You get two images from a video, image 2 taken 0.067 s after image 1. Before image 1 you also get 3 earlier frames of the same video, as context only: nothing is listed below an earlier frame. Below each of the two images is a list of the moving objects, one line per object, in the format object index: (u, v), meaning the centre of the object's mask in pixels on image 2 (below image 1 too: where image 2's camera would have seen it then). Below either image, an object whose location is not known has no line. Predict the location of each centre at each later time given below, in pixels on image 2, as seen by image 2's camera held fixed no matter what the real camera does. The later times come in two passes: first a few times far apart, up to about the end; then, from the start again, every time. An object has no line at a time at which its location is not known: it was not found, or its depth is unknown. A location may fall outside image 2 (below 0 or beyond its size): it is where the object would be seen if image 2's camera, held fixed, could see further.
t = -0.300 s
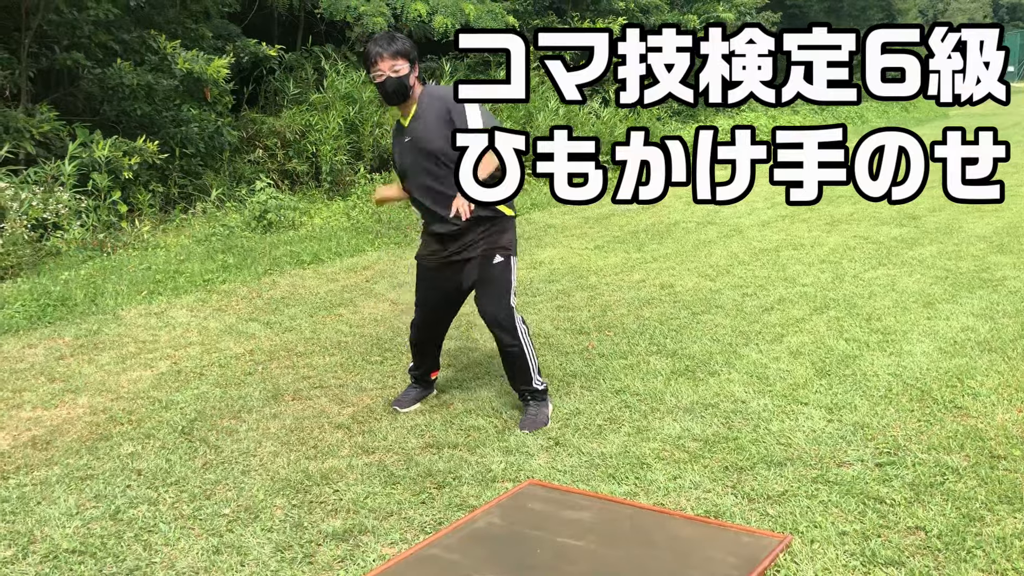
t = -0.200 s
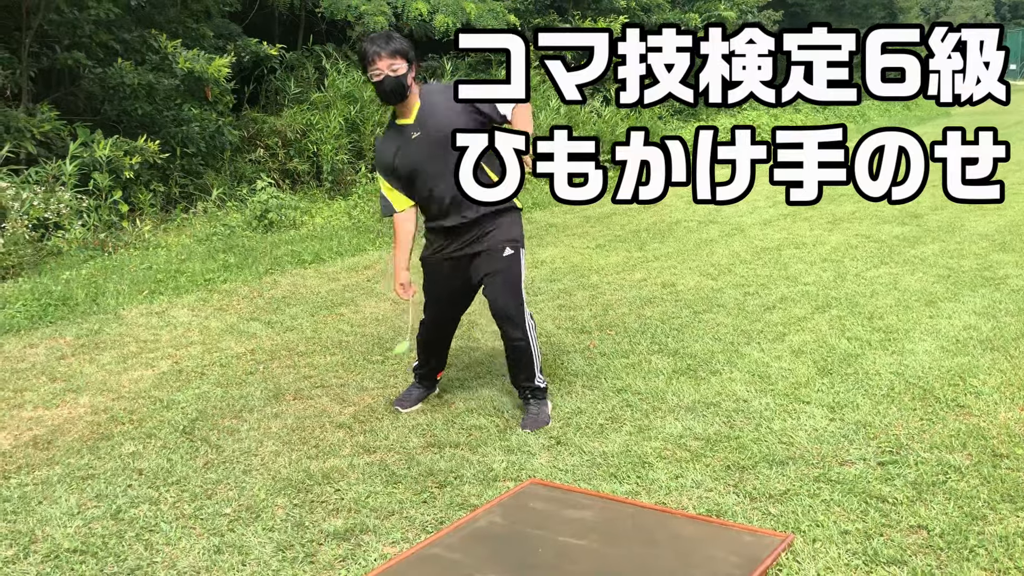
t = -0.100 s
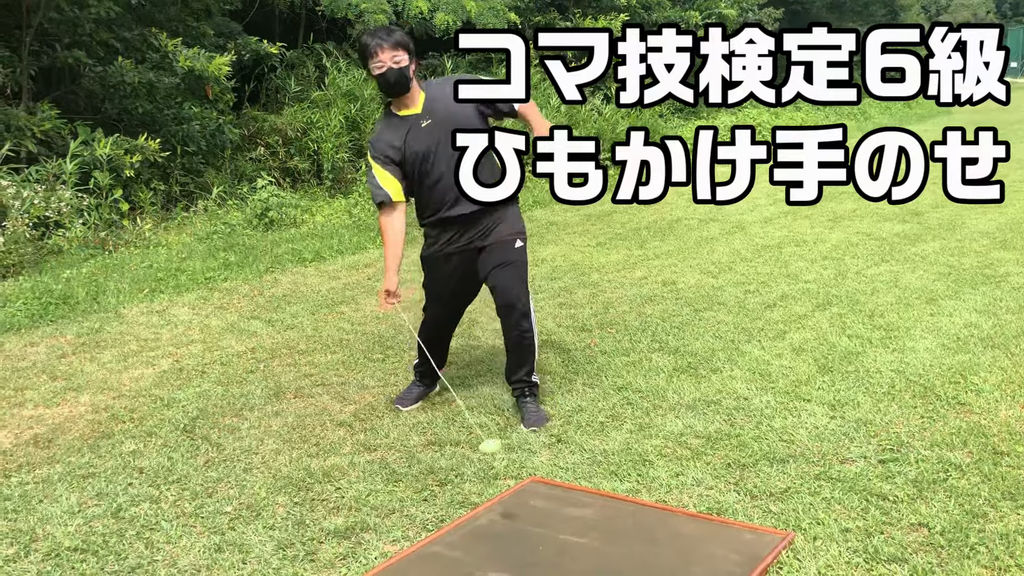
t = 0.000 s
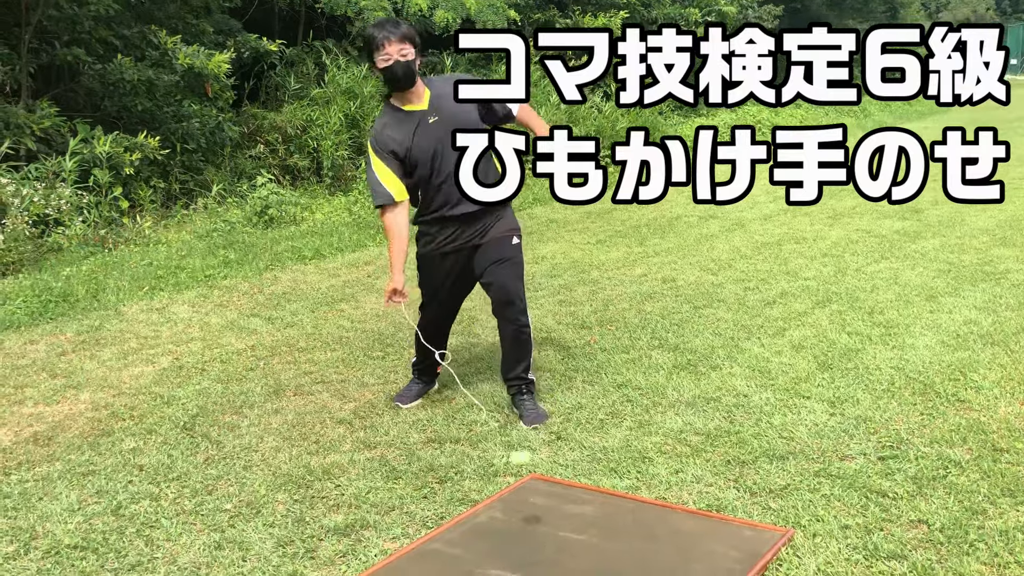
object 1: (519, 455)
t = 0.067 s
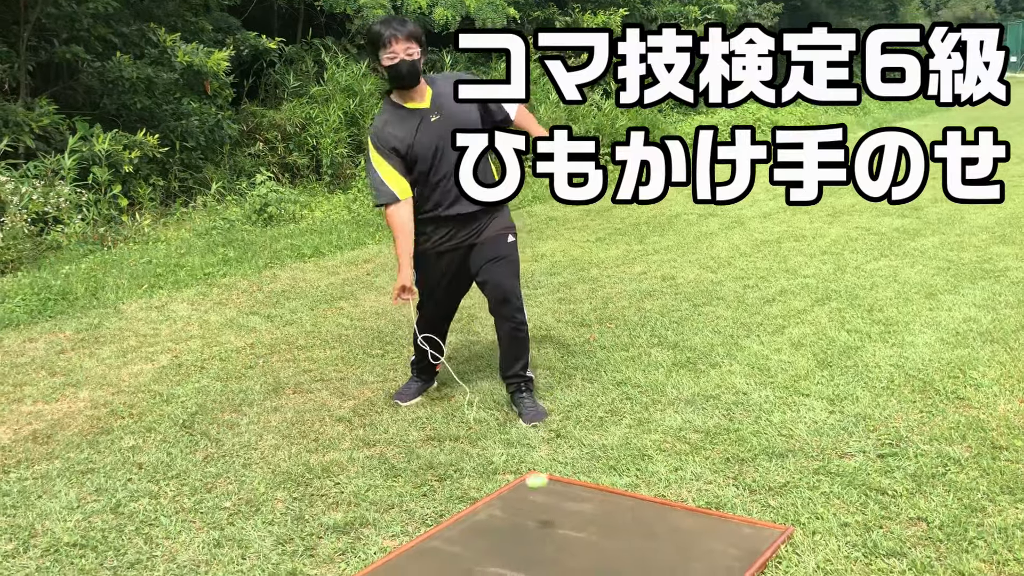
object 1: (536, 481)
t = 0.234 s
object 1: (568, 526)
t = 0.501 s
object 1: (579, 542)
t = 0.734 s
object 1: (574, 540)
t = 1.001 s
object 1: (567, 538)
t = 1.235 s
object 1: (559, 536)
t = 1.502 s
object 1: (550, 535)
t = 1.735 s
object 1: (540, 534)
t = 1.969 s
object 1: (532, 535)
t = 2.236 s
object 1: (523, 536)
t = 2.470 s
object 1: (516, 537)
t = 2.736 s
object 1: (509, 539)
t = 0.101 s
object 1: (546, 498)
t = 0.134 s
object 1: (555, 520)
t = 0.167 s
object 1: (562, 532)
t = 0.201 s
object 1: (565, 527)
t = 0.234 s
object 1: (568, 526)
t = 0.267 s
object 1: (571, 529)
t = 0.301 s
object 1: (575, 536)
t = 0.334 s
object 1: (577, 538)
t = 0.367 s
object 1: (578, 540)
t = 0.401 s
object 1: (579, 541)
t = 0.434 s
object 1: (580, 542)
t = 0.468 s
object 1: (580, 542)
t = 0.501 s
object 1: (579, 542)
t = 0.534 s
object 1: (578, 542)
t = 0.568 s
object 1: (578, 541)
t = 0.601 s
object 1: (578, 541)
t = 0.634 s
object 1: (577, 541)
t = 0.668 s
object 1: (576, 540)
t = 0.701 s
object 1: (575, 540)
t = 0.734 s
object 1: (574, 540)
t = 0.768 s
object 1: (573, 540)
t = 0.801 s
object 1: (573, 539)
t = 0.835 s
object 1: (572, 539)
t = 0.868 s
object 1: (571, 539)
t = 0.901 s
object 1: (570, 539)
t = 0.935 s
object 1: (569, 539)
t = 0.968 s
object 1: (568, 538)
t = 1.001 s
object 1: (567, 538)
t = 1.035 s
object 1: (566, 537)
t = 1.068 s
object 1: (565, 537)
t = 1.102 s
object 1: (563, 537)
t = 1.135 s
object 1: (562, 537)
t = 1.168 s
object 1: (561, 536)
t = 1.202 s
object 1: (560, 537)
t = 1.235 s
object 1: (559, 536)
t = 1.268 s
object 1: (558, 536)
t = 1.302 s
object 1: (557, 536)
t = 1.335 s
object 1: (556, 536)
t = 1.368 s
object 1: (554, 535)
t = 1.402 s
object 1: (553, 535)
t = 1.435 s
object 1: (552, 535)
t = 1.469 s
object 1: (551, 535)
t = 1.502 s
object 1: (550, 535)
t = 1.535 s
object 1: (548, 534)
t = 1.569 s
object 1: (547, 534)
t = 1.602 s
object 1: (545, 534)
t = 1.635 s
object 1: (544, 534)
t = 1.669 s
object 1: (543, 535)
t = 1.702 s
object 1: (541, 535)
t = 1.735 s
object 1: (540, 534)
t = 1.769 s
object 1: (538, 535)
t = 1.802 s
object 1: (537, 535)
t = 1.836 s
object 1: (536, 535)
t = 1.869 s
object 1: (535, 535)
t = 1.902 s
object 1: (534, 535)
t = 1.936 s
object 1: (533, 535)
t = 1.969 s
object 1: (532, 535)
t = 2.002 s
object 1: (531, 535)
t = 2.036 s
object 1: (530, 535)
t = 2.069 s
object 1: (529, 535)
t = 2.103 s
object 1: (527, 535)
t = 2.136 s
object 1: (526, 536)
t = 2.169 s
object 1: (525, 536)
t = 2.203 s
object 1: (524, 536)
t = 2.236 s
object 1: (523, 536)
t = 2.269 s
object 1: (521, 536)
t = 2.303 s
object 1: (520, 536)
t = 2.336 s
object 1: (519, 536)
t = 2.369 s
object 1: (519, 536)
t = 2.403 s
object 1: (518, 537)
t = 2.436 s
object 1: (517, 537)
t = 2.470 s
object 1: (516, 537)
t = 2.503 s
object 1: (515, 538)
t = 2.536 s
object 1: (513, 538)
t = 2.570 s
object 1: (513, 537)
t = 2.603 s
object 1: (512, 537)
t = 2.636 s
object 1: (512, 538)
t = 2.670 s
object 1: (511, 538)
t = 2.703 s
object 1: (510, 538)
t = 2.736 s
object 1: (509, 539)
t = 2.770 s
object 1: (509, 539)
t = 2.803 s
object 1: (508, 539)
